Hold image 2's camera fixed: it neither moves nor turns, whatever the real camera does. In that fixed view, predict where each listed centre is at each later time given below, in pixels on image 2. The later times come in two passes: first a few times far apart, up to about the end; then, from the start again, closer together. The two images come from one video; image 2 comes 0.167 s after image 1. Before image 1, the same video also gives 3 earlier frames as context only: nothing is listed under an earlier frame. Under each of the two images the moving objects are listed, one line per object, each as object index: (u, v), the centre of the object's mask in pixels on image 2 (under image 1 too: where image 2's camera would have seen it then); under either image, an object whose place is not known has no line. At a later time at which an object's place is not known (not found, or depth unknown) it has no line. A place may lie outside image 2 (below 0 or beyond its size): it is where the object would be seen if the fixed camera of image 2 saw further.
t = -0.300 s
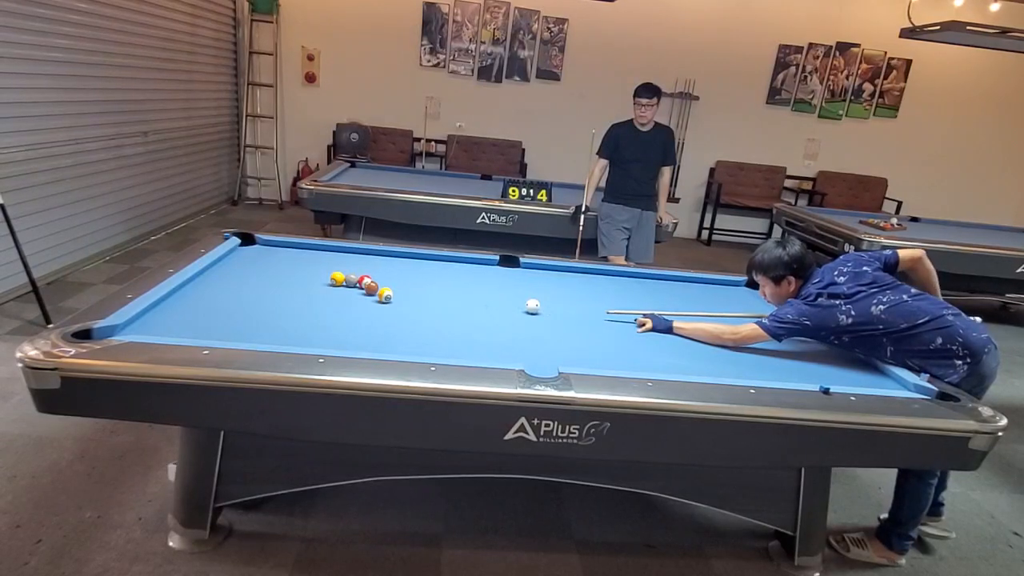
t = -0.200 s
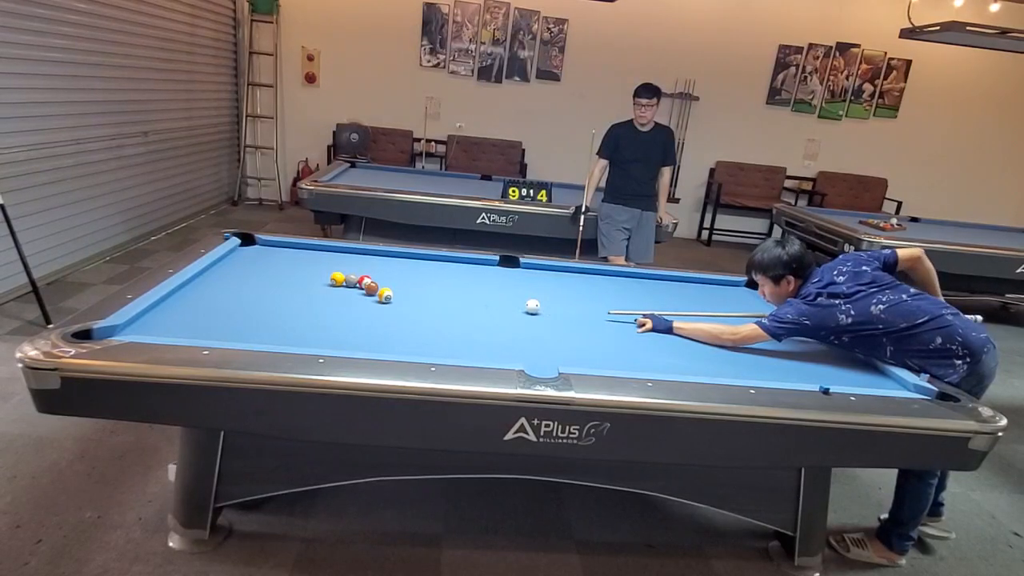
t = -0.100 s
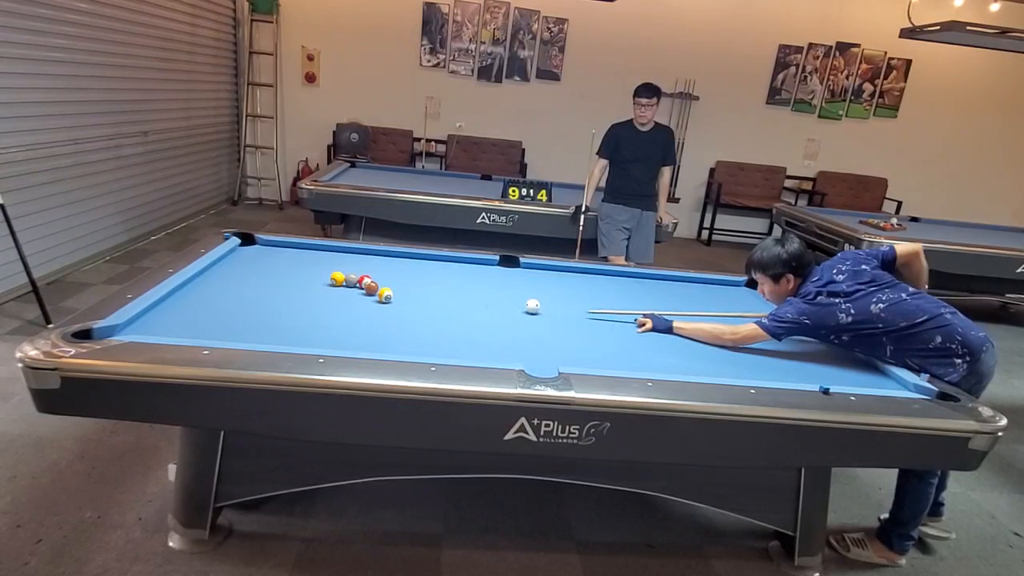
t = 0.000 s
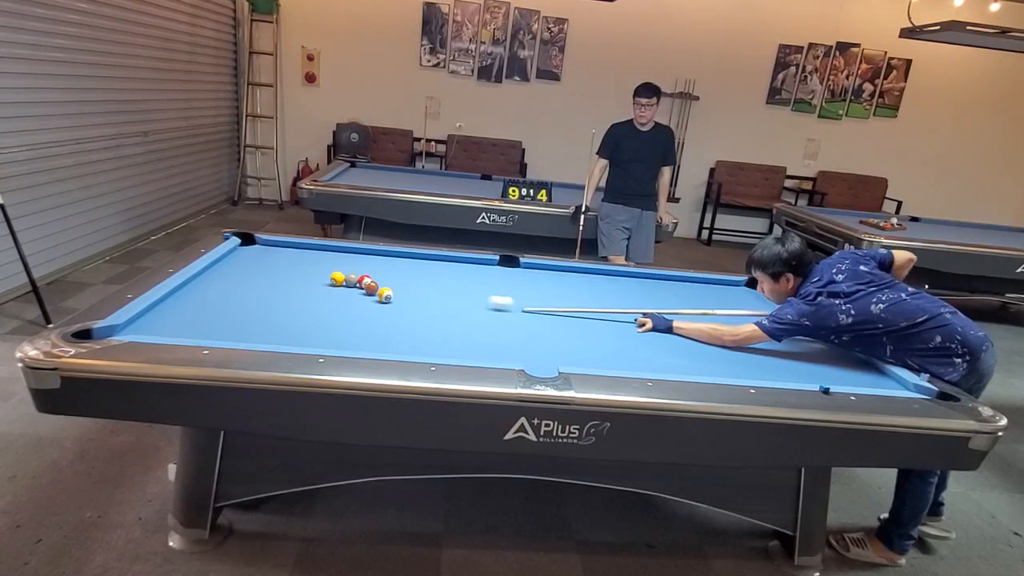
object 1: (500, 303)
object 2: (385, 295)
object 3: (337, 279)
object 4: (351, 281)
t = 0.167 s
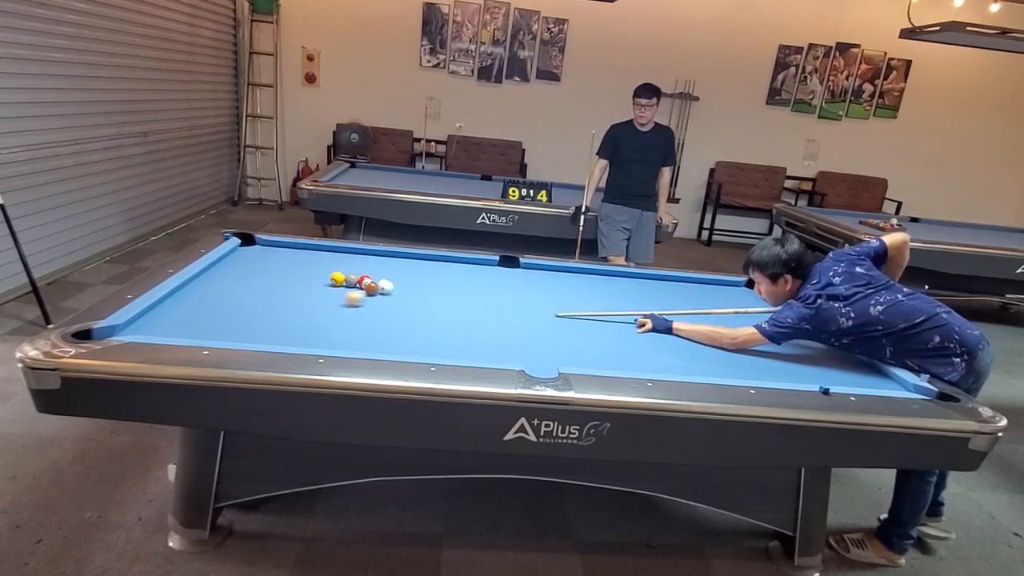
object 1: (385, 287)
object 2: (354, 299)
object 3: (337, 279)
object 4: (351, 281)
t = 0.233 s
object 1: (382, 279)
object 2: (314, 303)
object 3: (328, 278)
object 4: (350, 281)
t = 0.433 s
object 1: (394, 269)
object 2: (194, 315)
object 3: (292, 275)
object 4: (347, 279)
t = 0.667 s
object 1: (408, 257)
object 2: (173, 330)
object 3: (252, 272)
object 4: (344, 277)
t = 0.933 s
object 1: (429, 263)
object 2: (236, 335)
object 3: (214, 269)
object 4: (342, 276)
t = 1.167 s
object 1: (448, 270)
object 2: (291, 335)
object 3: (236, 271)
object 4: (340, 275)
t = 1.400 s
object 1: (469, 278)
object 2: (342, 333)
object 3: (256, 273)
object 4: (340, 274)
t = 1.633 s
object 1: (489, 285)
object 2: (387, 331)
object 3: (274, 274)
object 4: (339, 274)
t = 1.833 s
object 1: (508, 292)
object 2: (424, 329)
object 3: (290, 275)
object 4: (339, 274)
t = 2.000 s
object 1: (523, 298)
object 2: (452, 328)
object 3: (302, 276)
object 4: (339, 274)
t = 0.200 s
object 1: (380, 282)
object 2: (334, 301)
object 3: (336, 279)
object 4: (351, 281)
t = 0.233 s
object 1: (382, 279)
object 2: (314, 303)
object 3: (328, 278)
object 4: (350, 281)
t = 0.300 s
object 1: (386, 276)
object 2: (275, 307)
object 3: (315, 277)
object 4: (349, 280)
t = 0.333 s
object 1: (388, 274)
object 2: (254, 309)
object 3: (309, 277)
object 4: (348, 280)
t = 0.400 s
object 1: (392, 270)
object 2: (215, 313)
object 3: (298, 276)
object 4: (347, 280)
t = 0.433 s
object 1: (394, 269)
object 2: (194, 315)
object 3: (292, 275)
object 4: (347, 279)
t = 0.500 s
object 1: (398, 265)
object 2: (153, 319)
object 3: (281, 275)
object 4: (346, 279)
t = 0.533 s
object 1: (401, 263)
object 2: (140, 322)
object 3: (275, 274)
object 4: (346, 279)
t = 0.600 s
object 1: (404, 260)
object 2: (158, 327)
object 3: (263, 273)
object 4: (345, 278)
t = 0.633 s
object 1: (406, 259)
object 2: (166, 329)
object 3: (258, 273)
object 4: (345, 277)
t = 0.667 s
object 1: (408, 257)
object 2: (173, 330)
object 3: (252, 272)
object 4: (344, 277)
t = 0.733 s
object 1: (412, 256)
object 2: (187, 334)
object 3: (241, 271)
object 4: (343, 276)
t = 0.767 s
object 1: (415, 257)
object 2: (194, 335)
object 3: (236, 271)
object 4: (343, 276)
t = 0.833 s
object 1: (420, 260)
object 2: (212, 335)
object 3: (224, 270)
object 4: (343, 276)
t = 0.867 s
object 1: (423, 261)
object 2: (220, 335)
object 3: (218, 270)
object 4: (342, 276)
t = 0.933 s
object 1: (429, 263)
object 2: (236, 335)
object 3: (214, 269)
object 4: (342, 276)
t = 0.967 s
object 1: (431, 264)
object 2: (244, 335)
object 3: (217, 270)
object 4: (341, 275)
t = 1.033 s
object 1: (437, 266)
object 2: (260, 335)
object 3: (223, 270)
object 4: (341, 275)
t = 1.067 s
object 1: (440, 267)
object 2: (269, 335)
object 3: (226, 270)
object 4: (341, 275)
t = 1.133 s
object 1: (445, 269)
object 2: (283, 335)
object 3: (233, 271)
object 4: (341, 275)
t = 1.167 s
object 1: (448, 270)
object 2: (291, 335)
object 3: (236, 271)
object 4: (340, 275)
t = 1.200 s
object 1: (451, 271)
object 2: (298, 335)
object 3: (238, 271)
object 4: (340, 275)
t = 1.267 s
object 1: (457, 273)
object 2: (313, 334)
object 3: (244, 272)
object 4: (340, 274)
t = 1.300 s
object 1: (460, 274)
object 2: (320, 333)
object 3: (247, 272)
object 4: (340, 274)
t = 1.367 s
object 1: (466, 276)
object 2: (334, 333)
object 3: (253, 273)
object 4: (340, 274)
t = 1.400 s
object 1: (469, 278)
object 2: (342, 333)
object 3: (256, 273)
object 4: (340, 274)
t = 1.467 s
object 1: (474, 280)
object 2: (354, 332)
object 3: (261, 273)
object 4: (340, 274)
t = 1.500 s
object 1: (477, 281)
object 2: (361, 332)
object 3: (264, 273)
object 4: (340, 274)
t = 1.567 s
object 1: (483, 283)
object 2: (375, 331)
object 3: (269, 274)
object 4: (340, 274)
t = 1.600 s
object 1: (486, 284)
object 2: (381, 331)
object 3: (272, 274)
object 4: (339, 274)
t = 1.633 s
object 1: (489, 285)
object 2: (387, 331)
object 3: (274, 274)
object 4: (339, 274)
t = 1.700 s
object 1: (496, 288)
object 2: (400, 331)
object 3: (280, 275)
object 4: (339, 274)
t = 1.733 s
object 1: (499, 289)
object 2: (405, 330)
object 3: (282, 275)
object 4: (339, 274)
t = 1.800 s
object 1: (505, 291)
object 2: (418, 329)
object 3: (287, 275)
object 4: (339, 274)
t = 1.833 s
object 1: (508, 292)
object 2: (424, 329)
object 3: (290, 275)
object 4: (339, 274)
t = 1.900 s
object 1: (514, 294)
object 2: (435, 329)
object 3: (295, 276)
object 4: (339, 274)
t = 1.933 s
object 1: (517, 296)
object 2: (441, 328)
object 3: (297, 276)
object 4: (339, 274)
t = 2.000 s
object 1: (523, 298)
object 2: (452, 328)
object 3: (302, 276)
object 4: (339, 274)
